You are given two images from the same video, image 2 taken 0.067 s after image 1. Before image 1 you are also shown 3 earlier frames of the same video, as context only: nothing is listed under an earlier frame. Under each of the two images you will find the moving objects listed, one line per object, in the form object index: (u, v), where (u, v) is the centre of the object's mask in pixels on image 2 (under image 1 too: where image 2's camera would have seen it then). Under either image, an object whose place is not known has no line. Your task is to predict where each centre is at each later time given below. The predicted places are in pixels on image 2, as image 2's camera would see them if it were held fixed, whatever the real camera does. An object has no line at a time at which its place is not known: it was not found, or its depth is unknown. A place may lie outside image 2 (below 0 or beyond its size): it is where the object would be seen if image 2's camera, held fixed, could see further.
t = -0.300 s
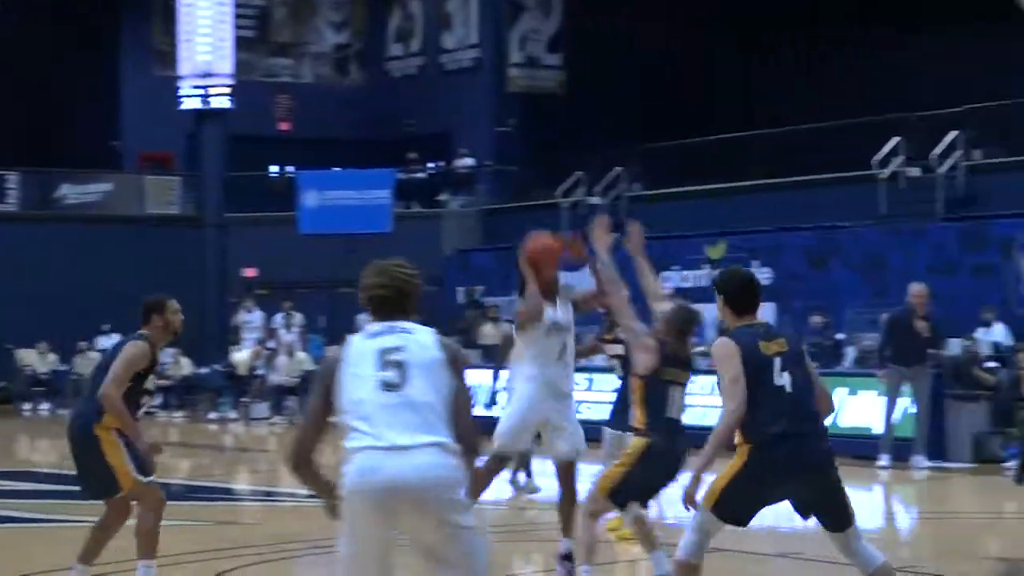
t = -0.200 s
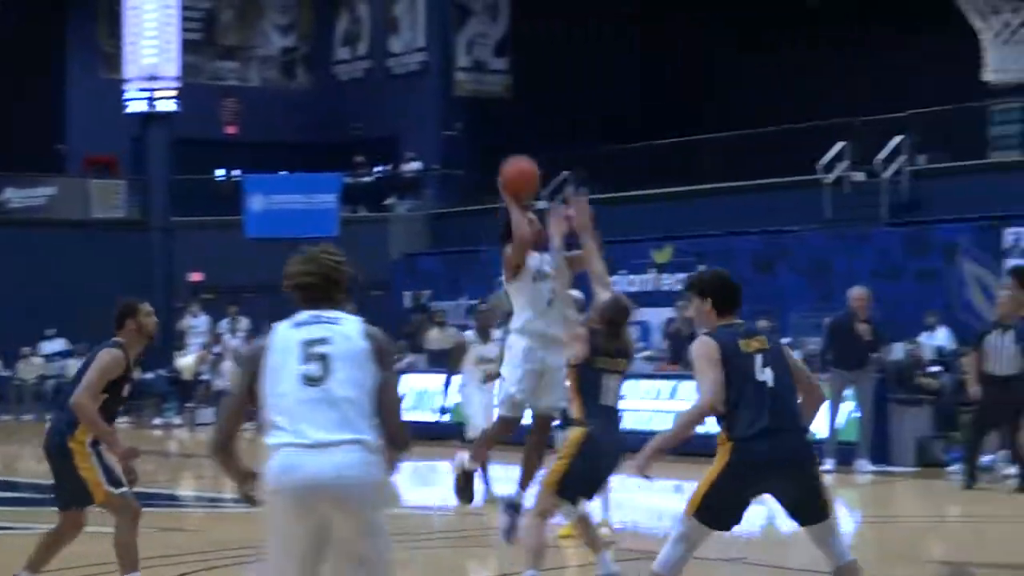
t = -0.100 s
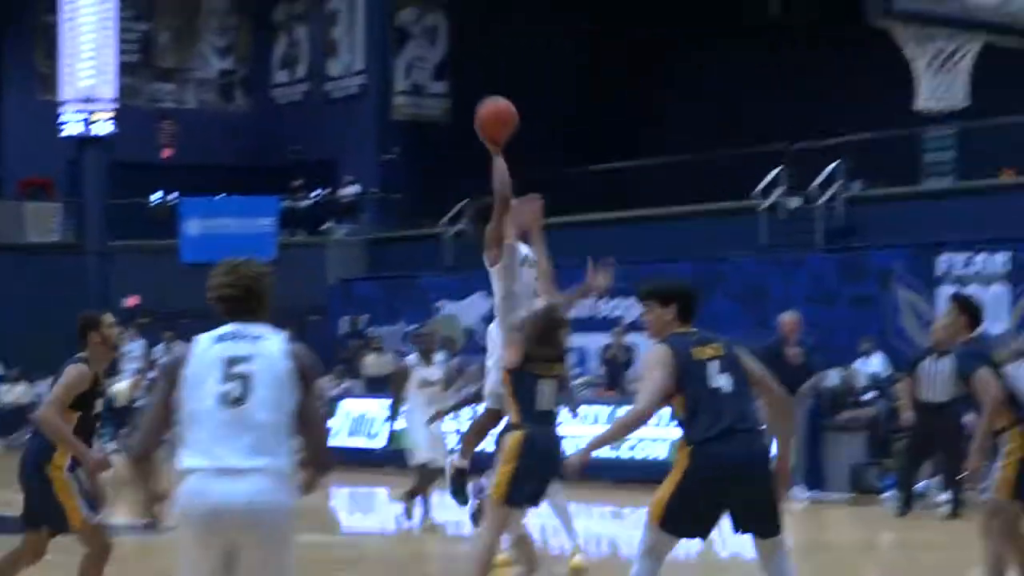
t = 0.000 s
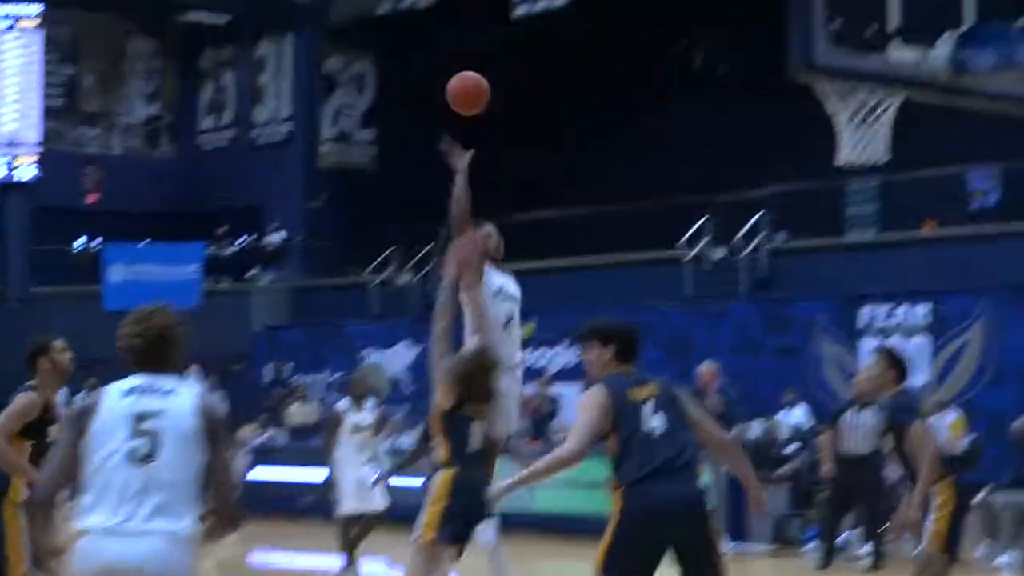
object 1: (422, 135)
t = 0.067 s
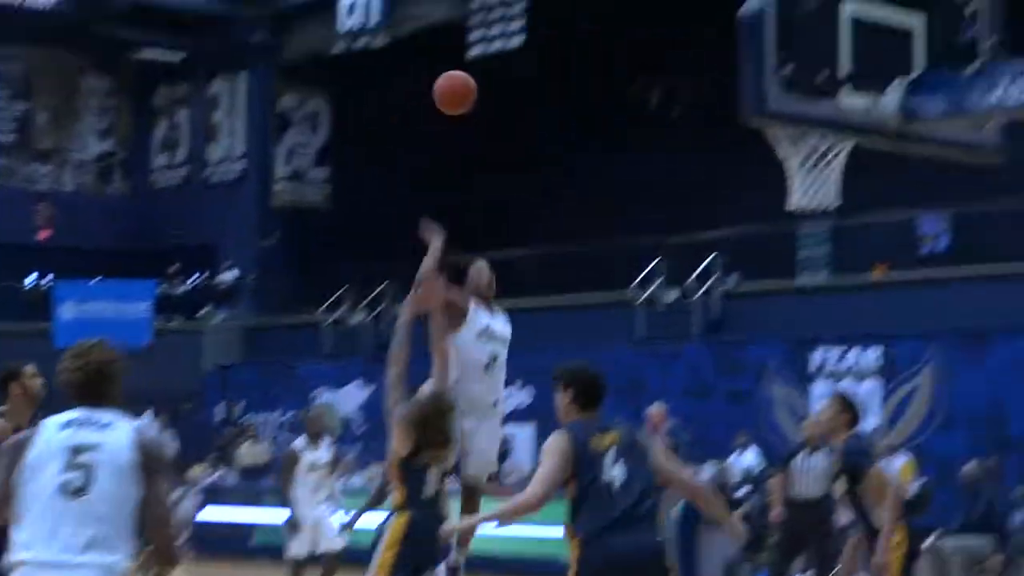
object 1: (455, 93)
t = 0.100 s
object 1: (471, 75)
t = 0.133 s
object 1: (487, 59)
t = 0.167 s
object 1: (505, 44)
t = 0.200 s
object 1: (522, 31)
